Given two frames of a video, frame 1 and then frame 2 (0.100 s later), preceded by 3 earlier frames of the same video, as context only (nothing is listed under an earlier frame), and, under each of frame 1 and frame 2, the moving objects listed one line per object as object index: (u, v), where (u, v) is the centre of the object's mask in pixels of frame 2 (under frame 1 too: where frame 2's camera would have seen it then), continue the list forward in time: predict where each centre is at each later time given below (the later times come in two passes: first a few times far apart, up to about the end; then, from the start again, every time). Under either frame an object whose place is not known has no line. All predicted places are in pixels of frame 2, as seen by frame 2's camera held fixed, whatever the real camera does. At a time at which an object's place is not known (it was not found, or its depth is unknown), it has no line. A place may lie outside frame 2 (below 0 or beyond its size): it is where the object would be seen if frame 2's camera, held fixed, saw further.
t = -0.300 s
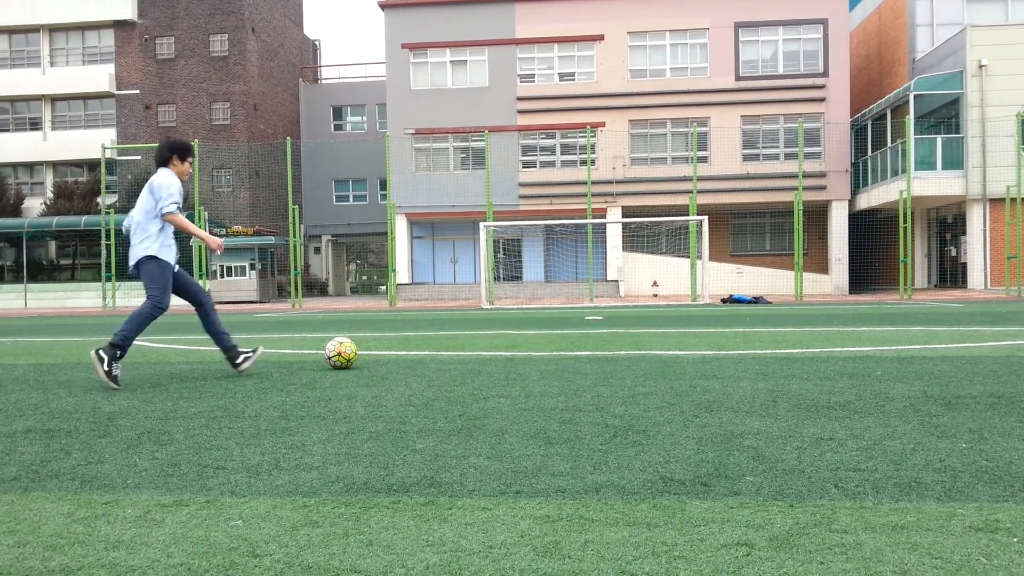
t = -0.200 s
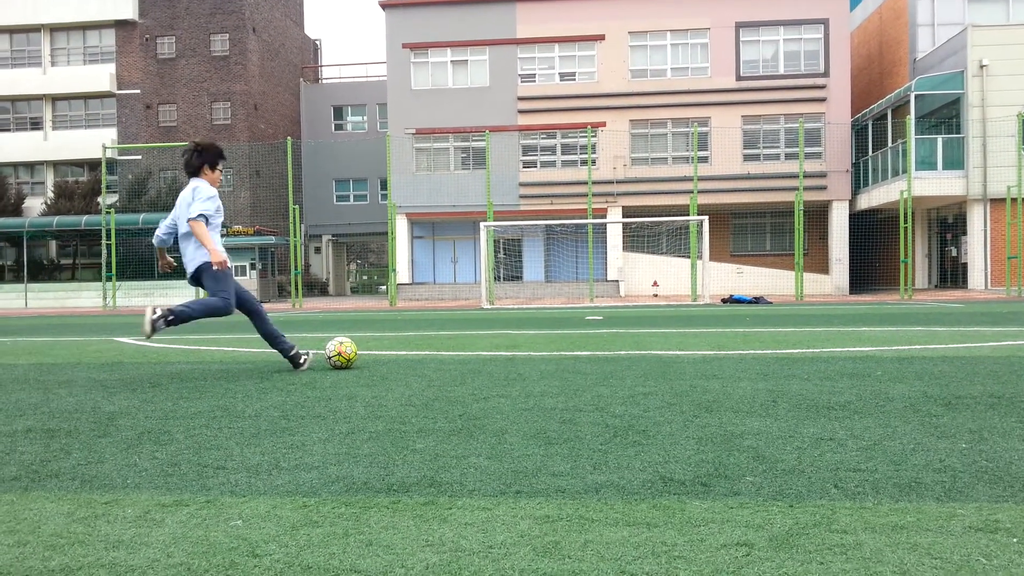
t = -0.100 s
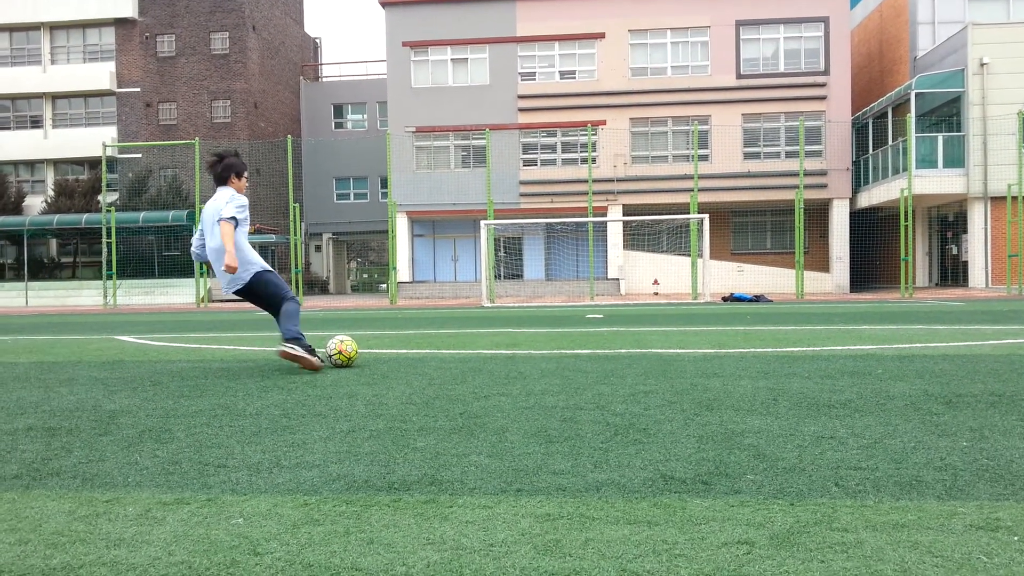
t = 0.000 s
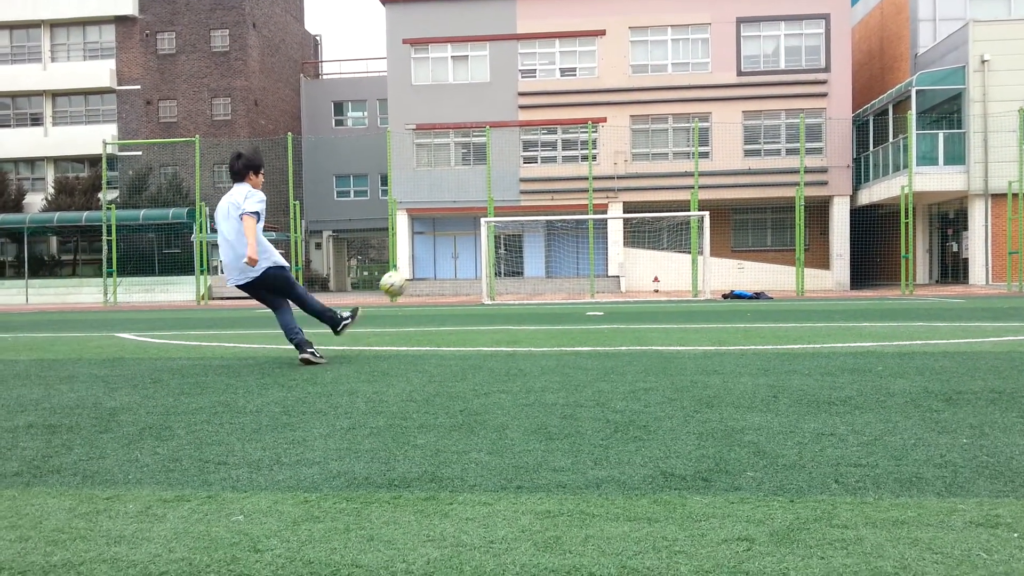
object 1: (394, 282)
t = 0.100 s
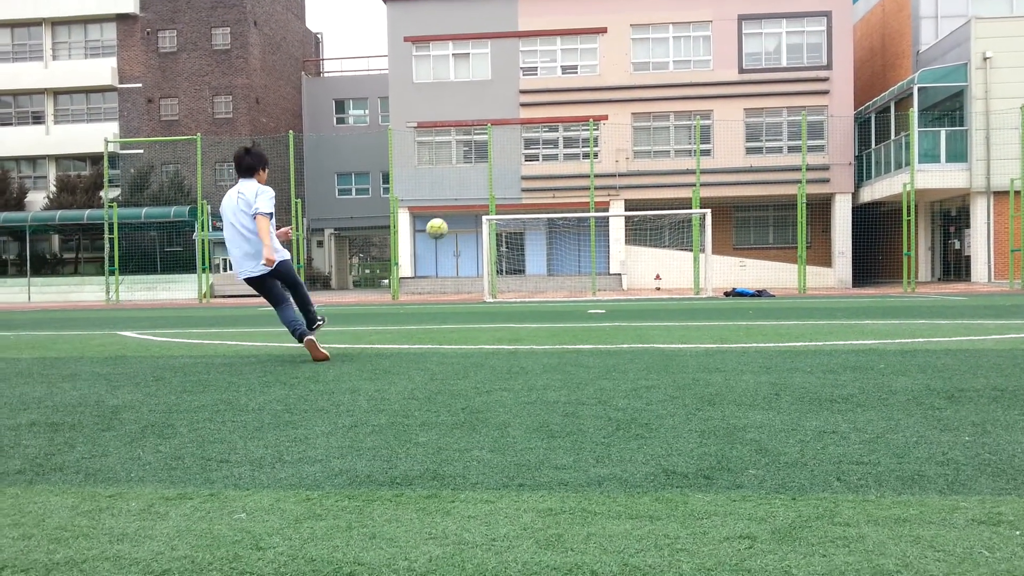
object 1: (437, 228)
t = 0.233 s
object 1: (468, 193)
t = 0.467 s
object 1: (490, 175)
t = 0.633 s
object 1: (494, 181)
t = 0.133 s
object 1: (446, 216)
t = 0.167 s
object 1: (454, 206)
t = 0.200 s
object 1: (462, 198)
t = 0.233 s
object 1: (468, 193)
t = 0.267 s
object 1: (473, 187)
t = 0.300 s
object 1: (477, 183)
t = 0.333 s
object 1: (480, 180)
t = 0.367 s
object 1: (484, 178)
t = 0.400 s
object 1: (486, 176)
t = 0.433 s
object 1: (488, 175)
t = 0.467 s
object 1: (490, 175)
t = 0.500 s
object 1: (491, 175)
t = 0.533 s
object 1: (492, 176)
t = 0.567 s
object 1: (493, 177)
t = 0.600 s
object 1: (493, 179)
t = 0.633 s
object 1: (494, 181)
